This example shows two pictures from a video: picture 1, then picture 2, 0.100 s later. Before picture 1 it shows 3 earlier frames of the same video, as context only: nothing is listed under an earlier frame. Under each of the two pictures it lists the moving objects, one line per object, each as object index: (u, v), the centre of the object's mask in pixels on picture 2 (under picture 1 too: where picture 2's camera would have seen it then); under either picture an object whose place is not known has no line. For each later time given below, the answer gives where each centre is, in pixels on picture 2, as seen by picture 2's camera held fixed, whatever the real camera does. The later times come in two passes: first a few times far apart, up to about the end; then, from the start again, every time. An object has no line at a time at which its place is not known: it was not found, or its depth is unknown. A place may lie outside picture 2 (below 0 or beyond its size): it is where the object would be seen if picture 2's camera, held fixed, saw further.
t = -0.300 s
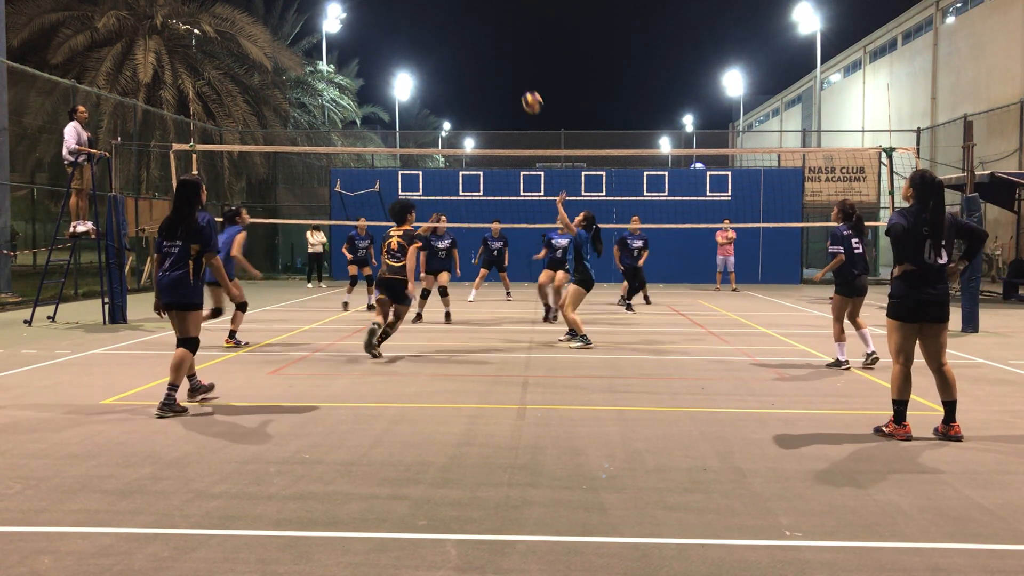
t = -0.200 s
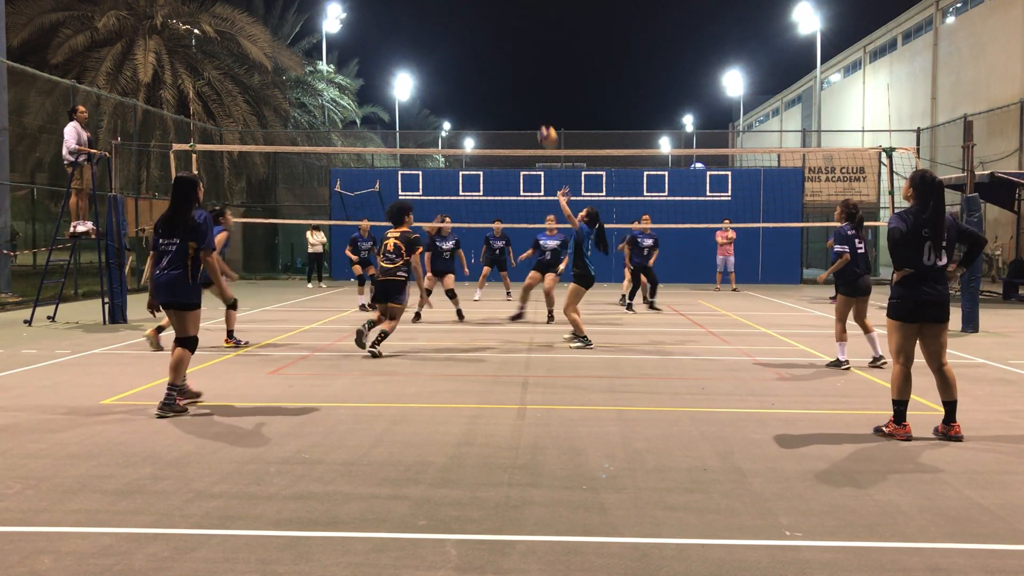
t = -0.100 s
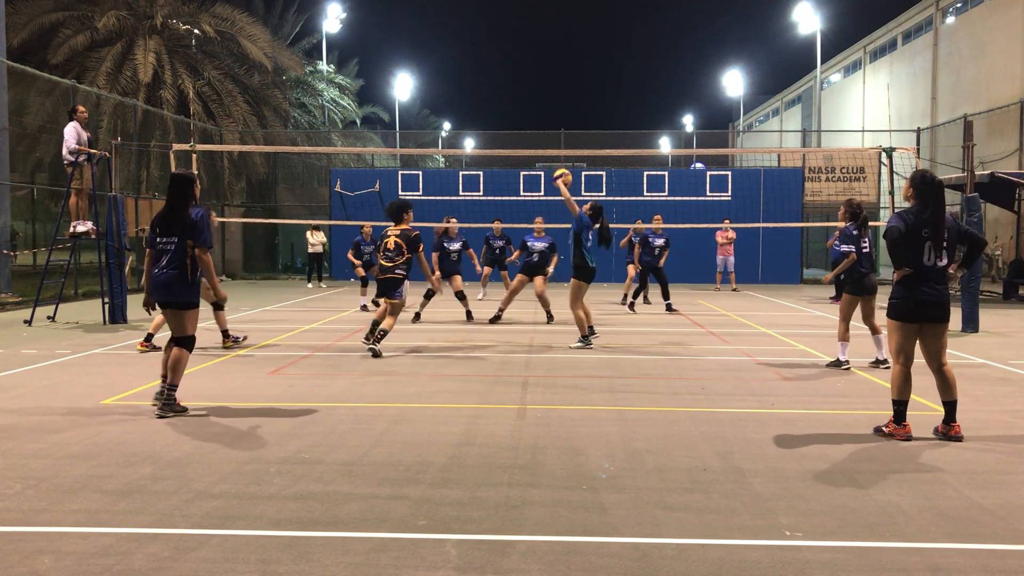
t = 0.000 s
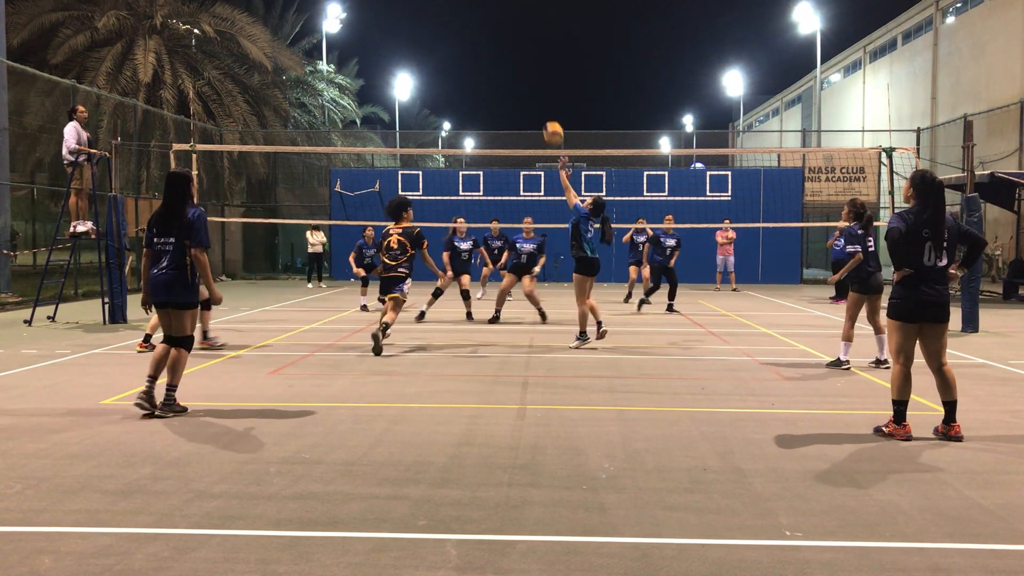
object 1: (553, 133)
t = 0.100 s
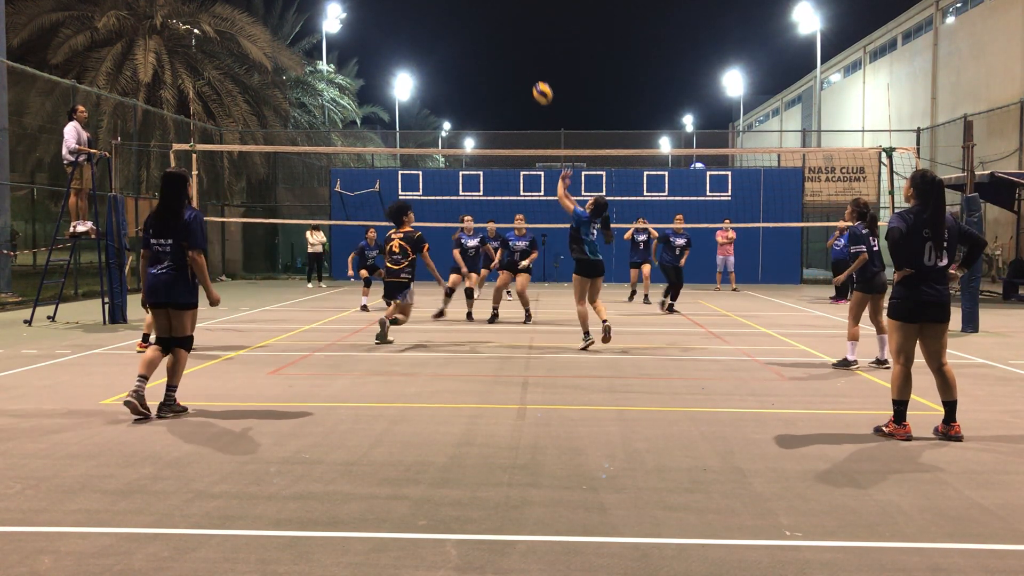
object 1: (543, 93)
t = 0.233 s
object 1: (529, 55)
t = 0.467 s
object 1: (506, 27)
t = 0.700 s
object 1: (485, 46)
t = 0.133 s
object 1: (539, 82)
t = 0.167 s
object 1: (536, 72)
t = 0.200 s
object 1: (532, 63)
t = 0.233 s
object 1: (529, 55)
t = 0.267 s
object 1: (526, 48)
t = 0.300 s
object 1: (522, 42)
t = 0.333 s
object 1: (519, 37)
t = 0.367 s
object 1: (516, 33)
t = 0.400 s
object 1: (513, 30)
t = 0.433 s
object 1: (509, 28)
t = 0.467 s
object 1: (506, 27)
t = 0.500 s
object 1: (503, 27)
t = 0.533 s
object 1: (500, 28)
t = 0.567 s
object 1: (497, 30)
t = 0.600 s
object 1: (494, 33)
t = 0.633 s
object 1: (491, 37)
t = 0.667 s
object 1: (488, 41)
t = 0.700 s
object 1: (485, 46)
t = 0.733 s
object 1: (482, 52)
